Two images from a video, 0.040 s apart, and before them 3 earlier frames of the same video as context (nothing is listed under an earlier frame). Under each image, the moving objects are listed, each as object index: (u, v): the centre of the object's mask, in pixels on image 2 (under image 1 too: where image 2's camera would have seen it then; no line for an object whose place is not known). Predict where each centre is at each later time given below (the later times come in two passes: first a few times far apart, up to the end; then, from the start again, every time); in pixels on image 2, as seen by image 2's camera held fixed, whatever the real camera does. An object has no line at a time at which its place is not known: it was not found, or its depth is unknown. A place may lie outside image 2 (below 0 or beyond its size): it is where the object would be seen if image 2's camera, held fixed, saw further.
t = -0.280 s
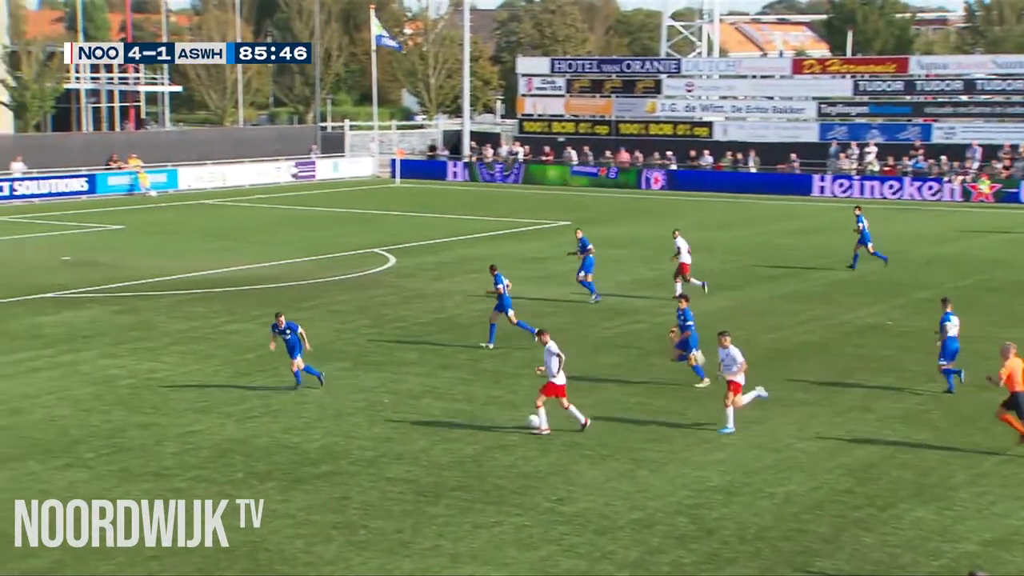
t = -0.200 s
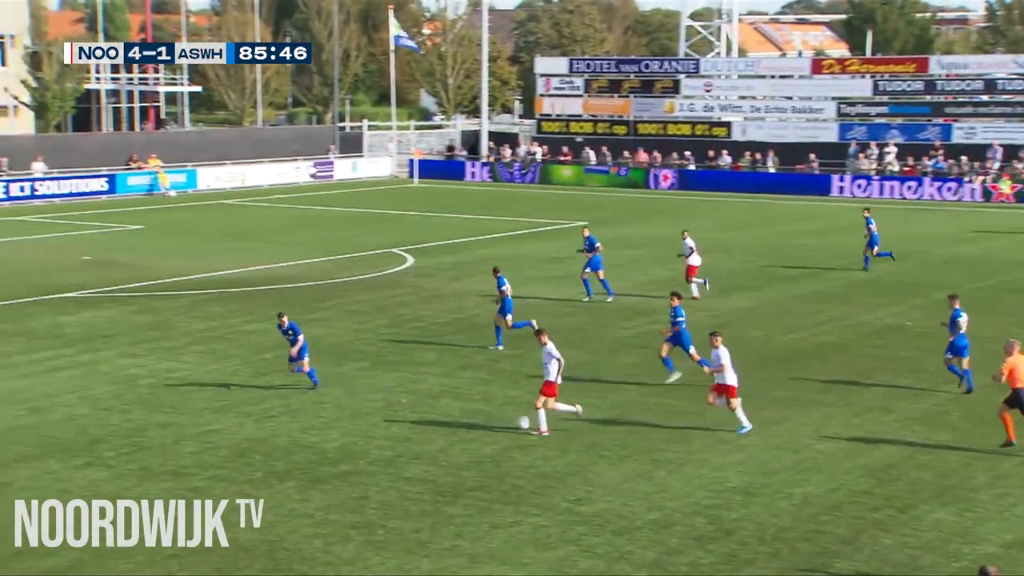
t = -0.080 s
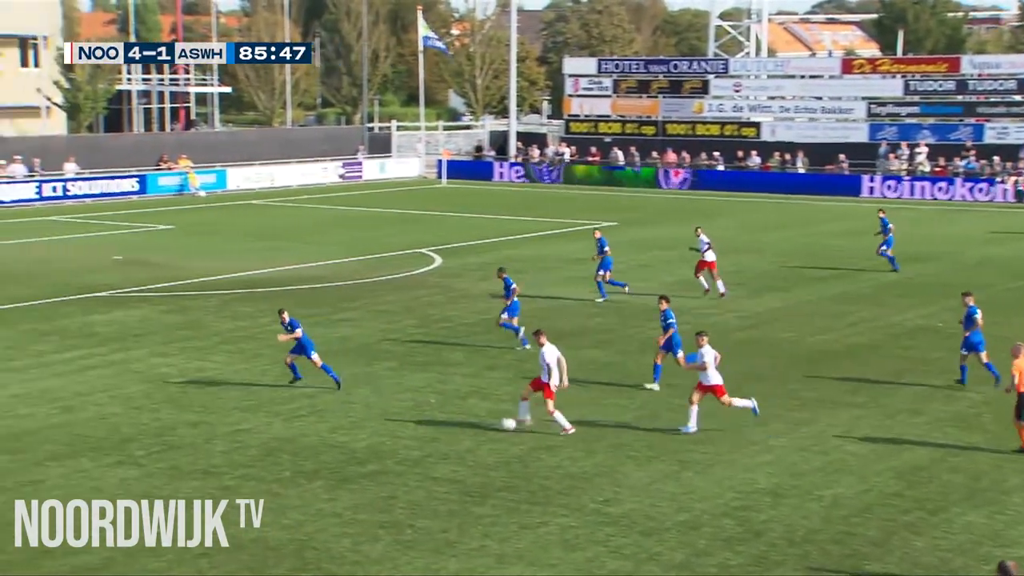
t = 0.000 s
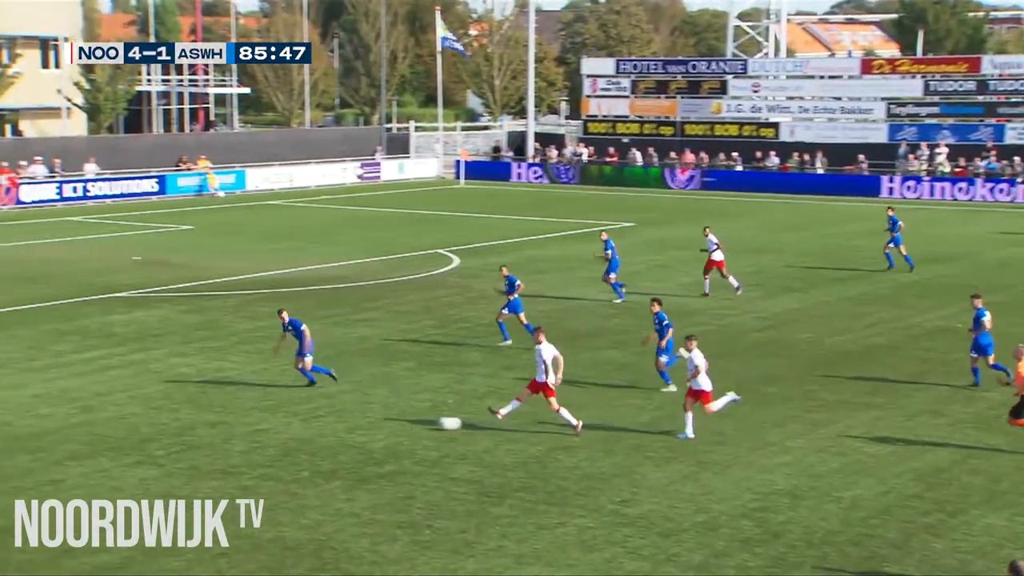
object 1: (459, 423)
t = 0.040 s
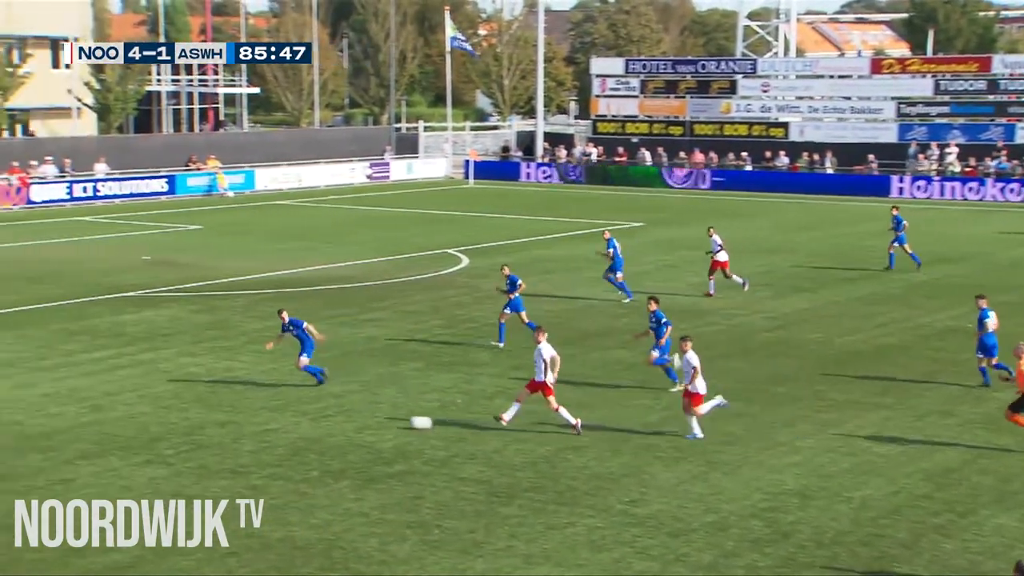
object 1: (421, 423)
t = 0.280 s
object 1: (213, 420)
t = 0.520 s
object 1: (40, 419)
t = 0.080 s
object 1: (384, 422)
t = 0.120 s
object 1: (348, 421)
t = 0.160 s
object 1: (313, 421)
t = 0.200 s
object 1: (278, 420)
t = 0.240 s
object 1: (245, 420)
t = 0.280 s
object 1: (213, 420)
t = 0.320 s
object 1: (183, 419)
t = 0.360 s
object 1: (152, 419)
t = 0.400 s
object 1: (123, 419)
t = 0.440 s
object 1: (95, 419)
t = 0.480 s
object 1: (68, 418)
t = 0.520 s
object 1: (40, 419)
